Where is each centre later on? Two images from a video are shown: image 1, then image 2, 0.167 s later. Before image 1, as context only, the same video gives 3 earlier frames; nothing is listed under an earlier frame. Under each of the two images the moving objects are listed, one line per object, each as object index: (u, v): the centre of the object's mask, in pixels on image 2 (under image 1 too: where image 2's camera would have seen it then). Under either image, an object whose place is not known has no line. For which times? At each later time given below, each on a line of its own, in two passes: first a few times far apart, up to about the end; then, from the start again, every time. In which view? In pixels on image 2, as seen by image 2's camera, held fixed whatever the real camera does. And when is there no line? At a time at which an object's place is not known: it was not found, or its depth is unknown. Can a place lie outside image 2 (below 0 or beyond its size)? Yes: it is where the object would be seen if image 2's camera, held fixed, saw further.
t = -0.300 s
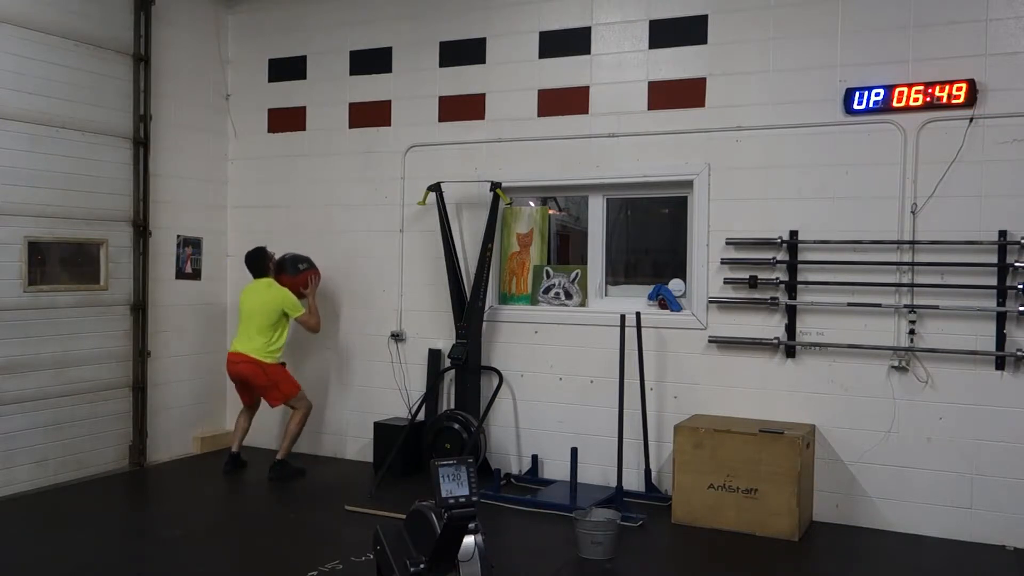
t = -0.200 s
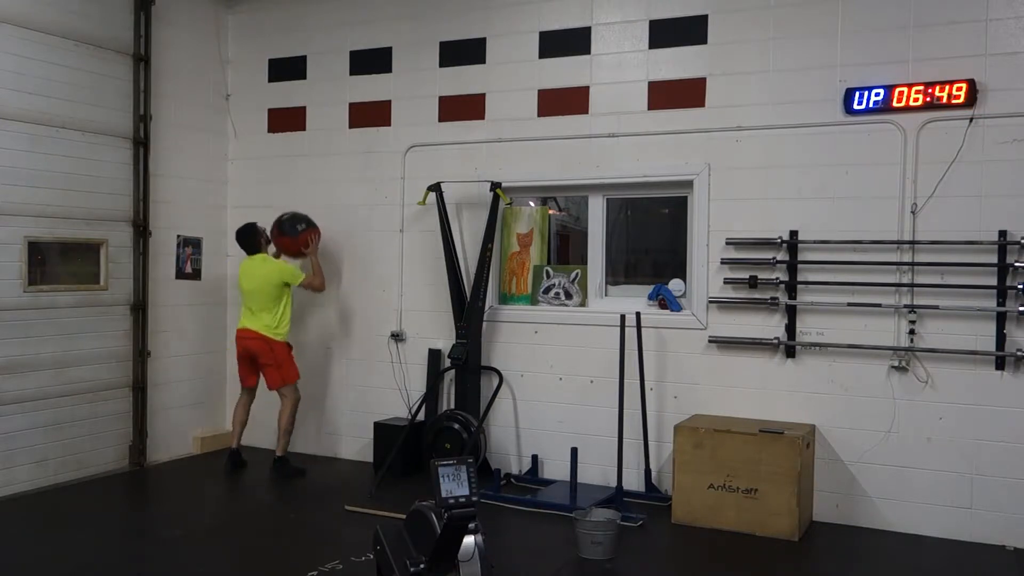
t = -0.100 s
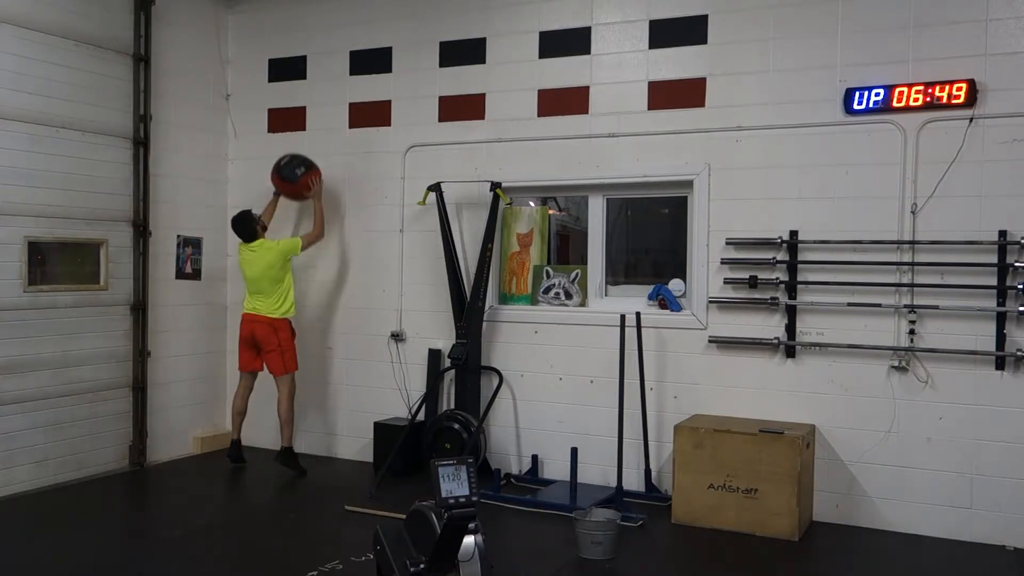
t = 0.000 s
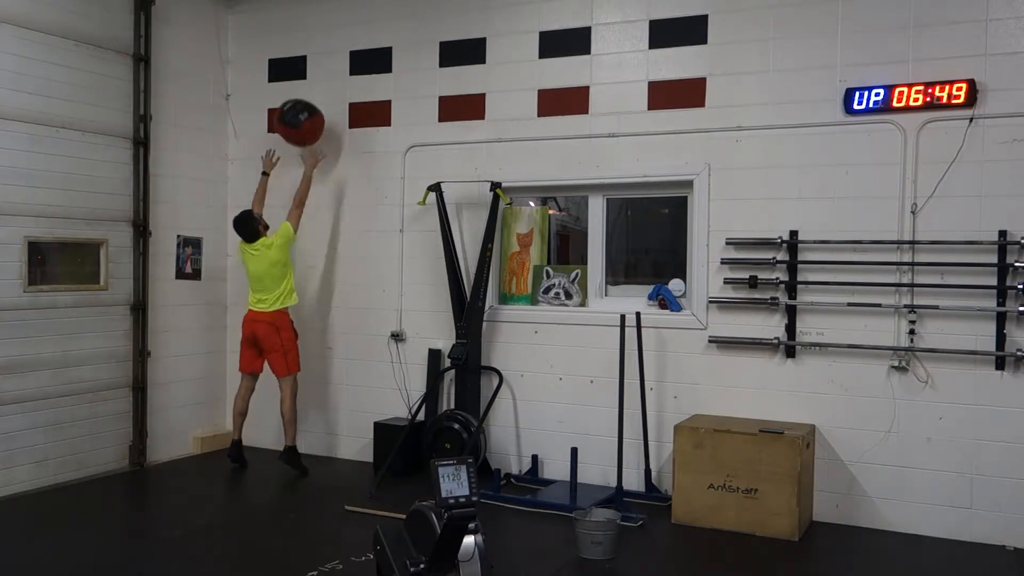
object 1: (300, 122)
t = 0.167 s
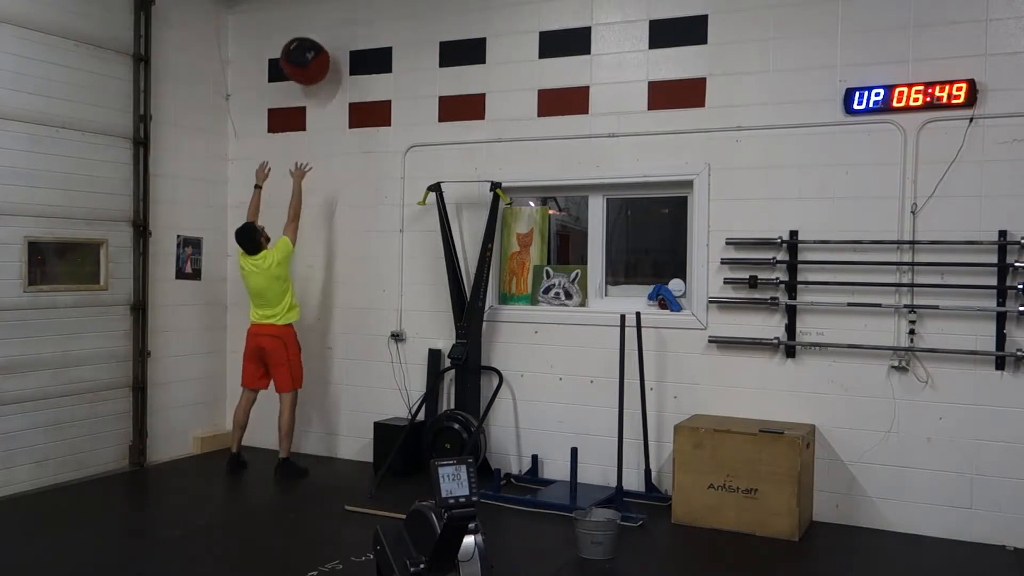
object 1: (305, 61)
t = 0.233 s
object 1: (307, 46)
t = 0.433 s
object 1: (313, 37)
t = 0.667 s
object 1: (304, 81)
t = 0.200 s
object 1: (306, 53)
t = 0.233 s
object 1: (307, 46)
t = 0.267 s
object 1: (308, 41)
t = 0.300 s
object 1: (309, 38)
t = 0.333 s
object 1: (310, 36)
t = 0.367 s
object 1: (311, 35)
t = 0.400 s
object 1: (312, 35)
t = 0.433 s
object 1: (313, 37)
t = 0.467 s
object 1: (312, 39)
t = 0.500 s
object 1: (311, 42)
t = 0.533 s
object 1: (310, 47)
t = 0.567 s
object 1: (308, 54)
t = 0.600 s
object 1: (307, 61)
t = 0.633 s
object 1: (306, 71)
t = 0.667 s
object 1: (304, 81)
